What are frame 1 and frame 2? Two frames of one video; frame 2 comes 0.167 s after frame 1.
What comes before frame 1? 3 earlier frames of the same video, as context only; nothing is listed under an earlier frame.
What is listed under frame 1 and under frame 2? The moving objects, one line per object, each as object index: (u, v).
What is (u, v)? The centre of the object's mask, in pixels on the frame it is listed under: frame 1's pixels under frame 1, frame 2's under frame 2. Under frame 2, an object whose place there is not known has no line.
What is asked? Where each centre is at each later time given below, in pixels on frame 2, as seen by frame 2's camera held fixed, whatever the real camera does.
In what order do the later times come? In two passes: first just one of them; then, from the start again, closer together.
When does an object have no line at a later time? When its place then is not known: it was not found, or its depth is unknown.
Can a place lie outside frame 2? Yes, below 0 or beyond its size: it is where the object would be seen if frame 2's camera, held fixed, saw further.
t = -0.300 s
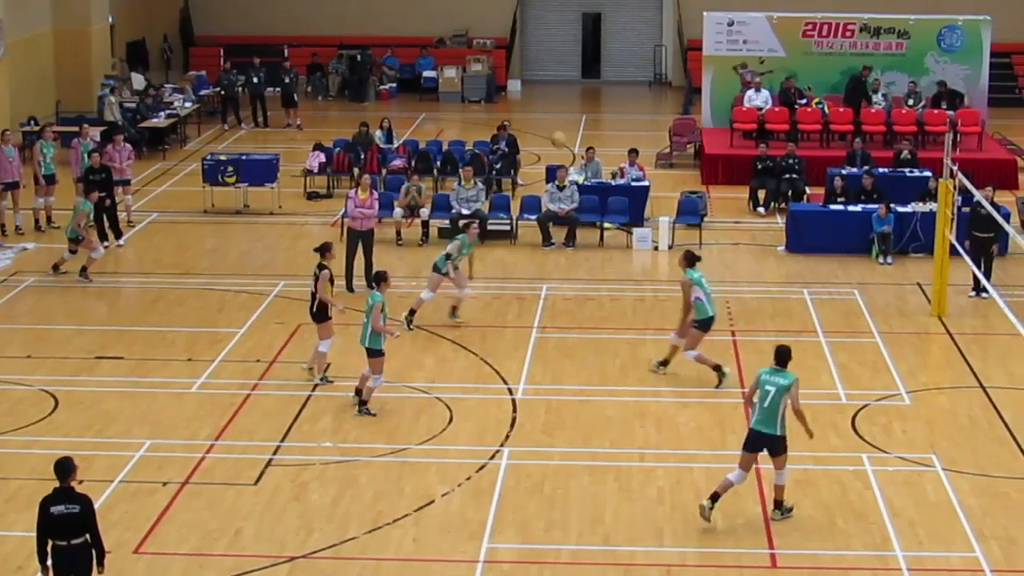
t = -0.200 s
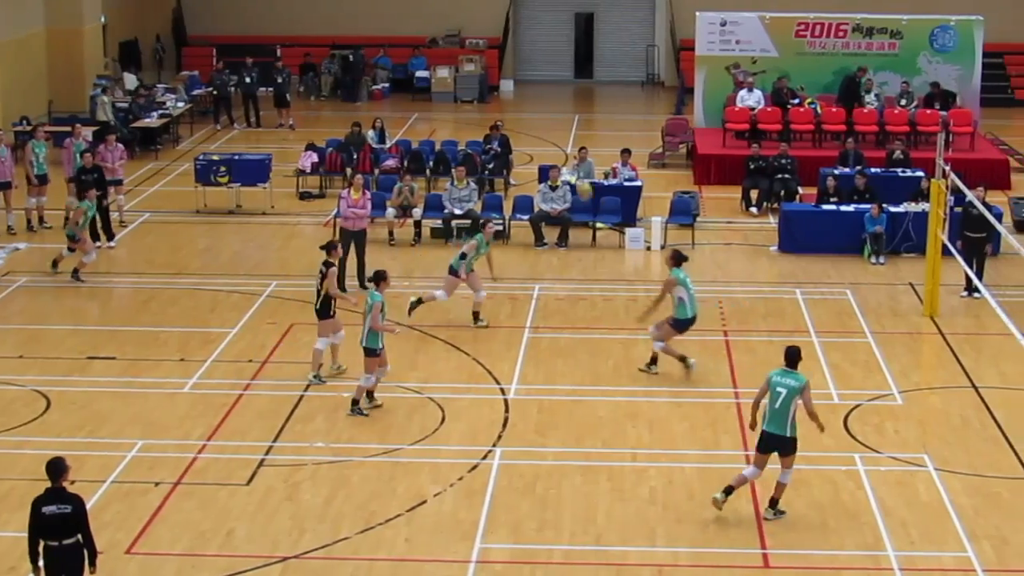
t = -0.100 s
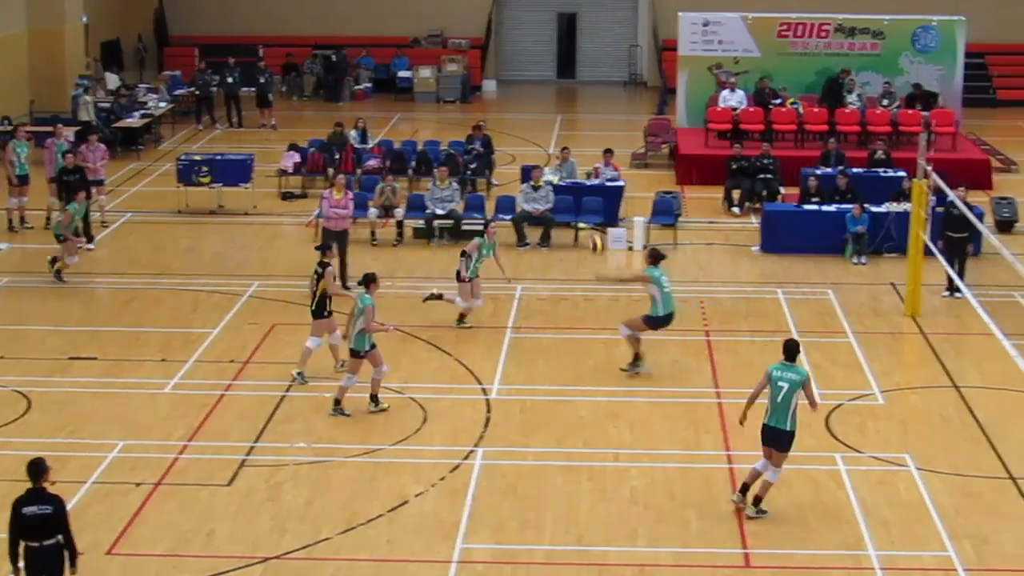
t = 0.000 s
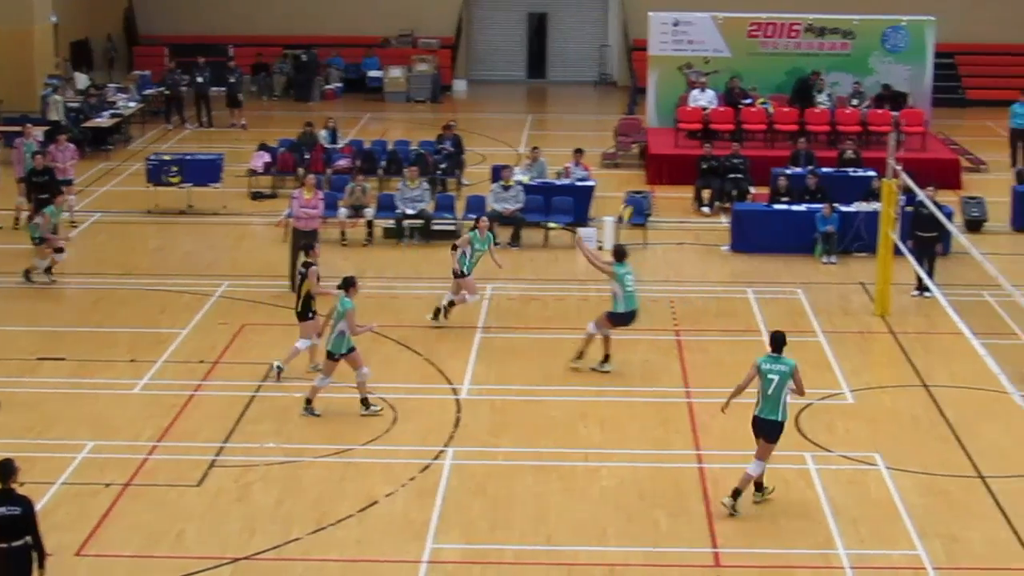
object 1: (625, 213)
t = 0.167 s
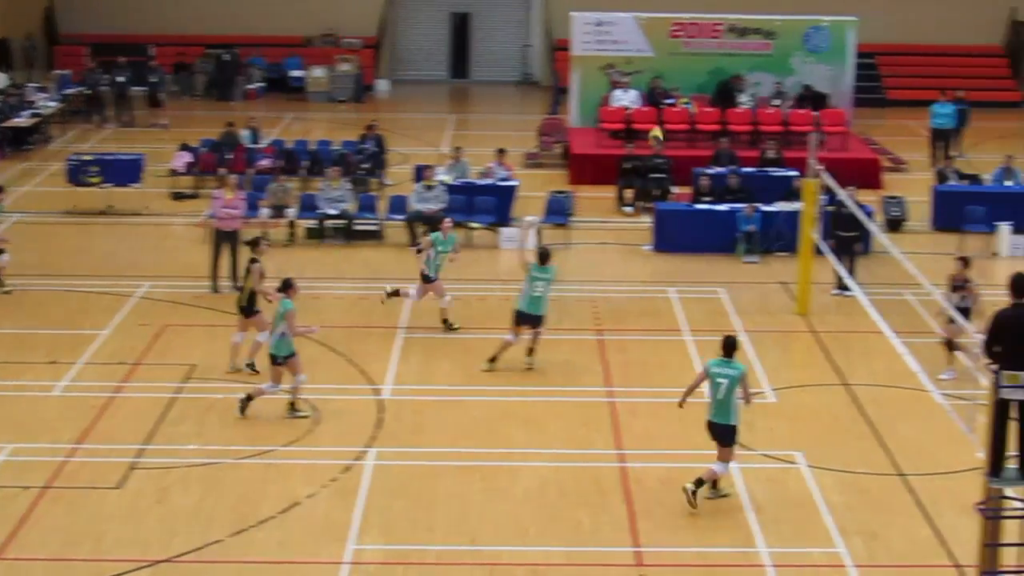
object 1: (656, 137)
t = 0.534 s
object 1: (898, 53)
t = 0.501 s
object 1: (880, 55)
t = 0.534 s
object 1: (898, 53)
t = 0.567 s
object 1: (918, 51)
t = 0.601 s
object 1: (937, 52)
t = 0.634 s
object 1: (956, 51)
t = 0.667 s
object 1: (974, 52)
